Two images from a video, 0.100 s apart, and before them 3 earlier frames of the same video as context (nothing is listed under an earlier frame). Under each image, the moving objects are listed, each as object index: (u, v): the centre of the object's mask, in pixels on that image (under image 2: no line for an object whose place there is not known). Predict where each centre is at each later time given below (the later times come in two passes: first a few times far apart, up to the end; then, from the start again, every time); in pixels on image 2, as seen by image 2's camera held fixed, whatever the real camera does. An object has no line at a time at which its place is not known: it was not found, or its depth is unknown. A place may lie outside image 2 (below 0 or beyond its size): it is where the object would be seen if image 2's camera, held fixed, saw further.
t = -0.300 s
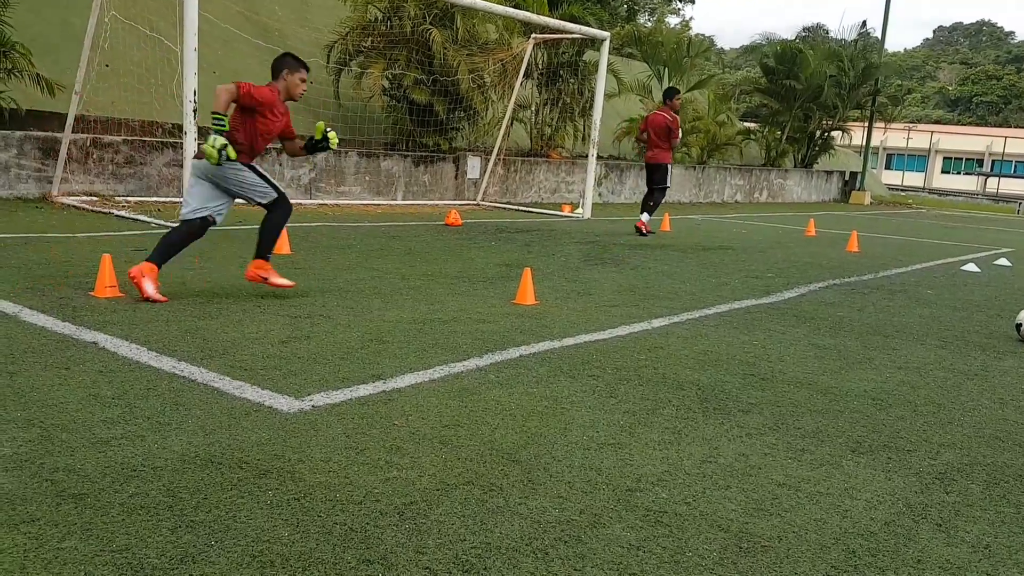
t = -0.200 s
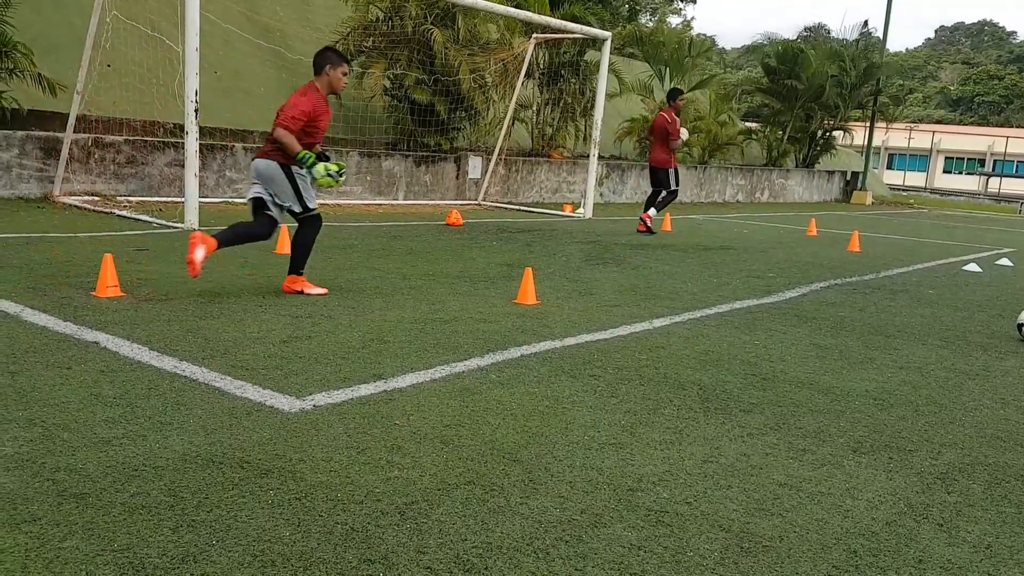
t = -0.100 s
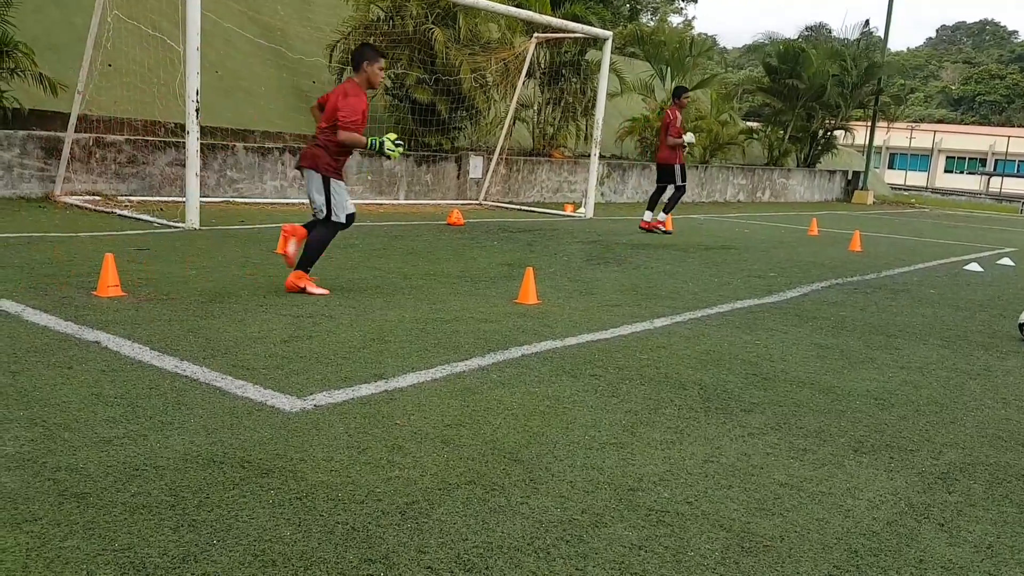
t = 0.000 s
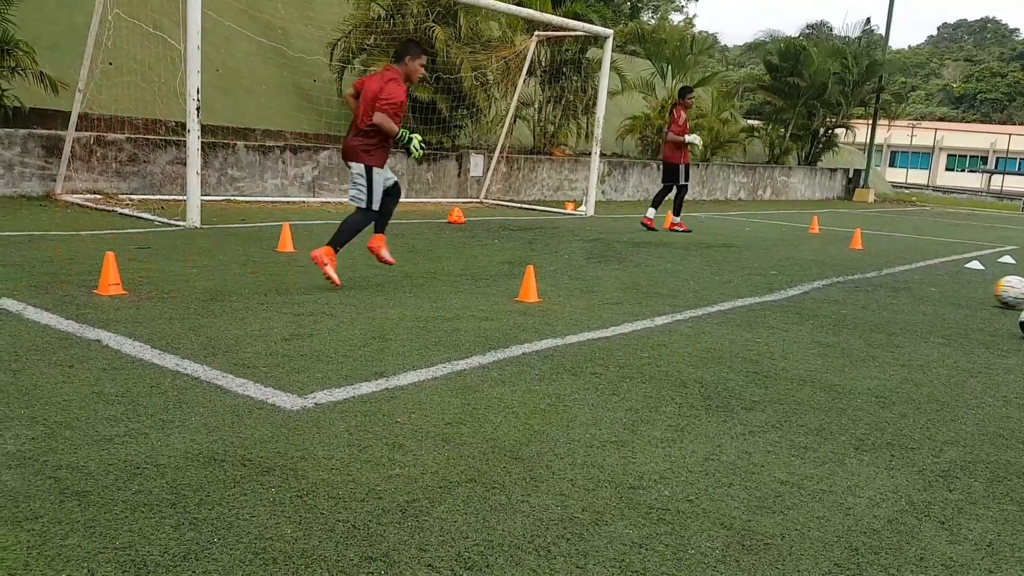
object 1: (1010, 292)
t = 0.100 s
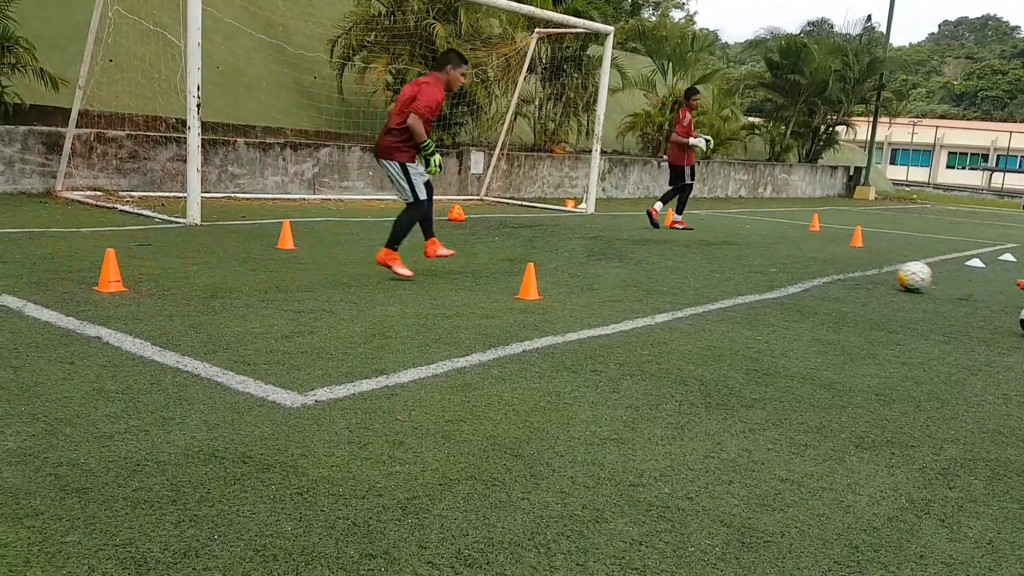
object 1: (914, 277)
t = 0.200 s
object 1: (831, 267)
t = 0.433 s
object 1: (680, 251)
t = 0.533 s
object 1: (634, 245)
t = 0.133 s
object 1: (885, 274)
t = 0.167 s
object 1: (857, 269)
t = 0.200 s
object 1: (831, 267)
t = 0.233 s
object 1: (805, 264)
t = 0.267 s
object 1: (781, 262)
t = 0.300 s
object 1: (759, 259)
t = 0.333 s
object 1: (737, 257)
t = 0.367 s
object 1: (717, 256)
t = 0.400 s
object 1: (698, 253)
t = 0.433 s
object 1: (680, 251)
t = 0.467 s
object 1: (664, 249)
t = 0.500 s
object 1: (648, 247)
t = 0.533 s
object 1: (634, 245)
